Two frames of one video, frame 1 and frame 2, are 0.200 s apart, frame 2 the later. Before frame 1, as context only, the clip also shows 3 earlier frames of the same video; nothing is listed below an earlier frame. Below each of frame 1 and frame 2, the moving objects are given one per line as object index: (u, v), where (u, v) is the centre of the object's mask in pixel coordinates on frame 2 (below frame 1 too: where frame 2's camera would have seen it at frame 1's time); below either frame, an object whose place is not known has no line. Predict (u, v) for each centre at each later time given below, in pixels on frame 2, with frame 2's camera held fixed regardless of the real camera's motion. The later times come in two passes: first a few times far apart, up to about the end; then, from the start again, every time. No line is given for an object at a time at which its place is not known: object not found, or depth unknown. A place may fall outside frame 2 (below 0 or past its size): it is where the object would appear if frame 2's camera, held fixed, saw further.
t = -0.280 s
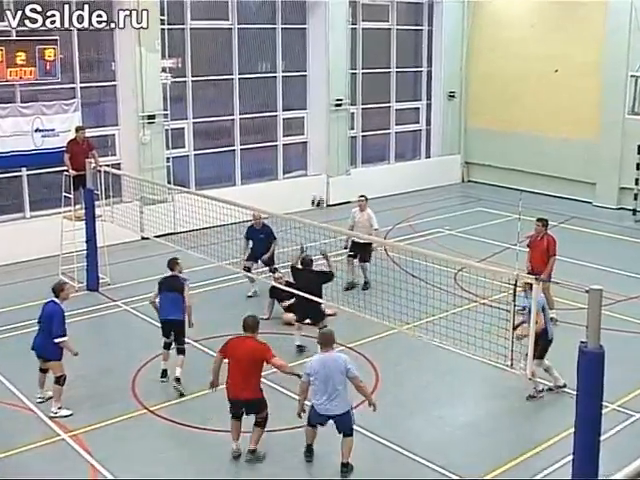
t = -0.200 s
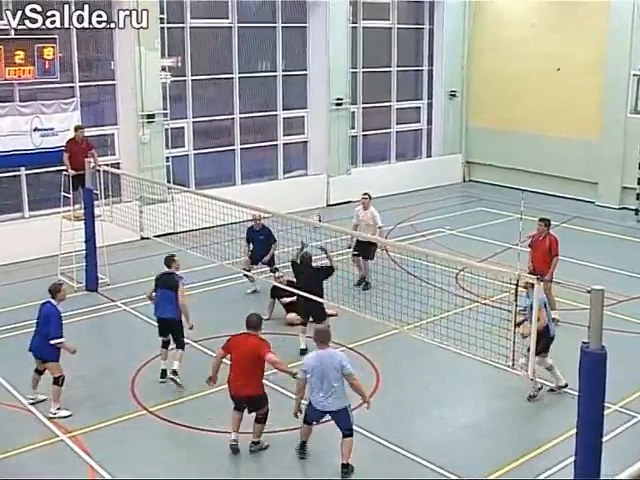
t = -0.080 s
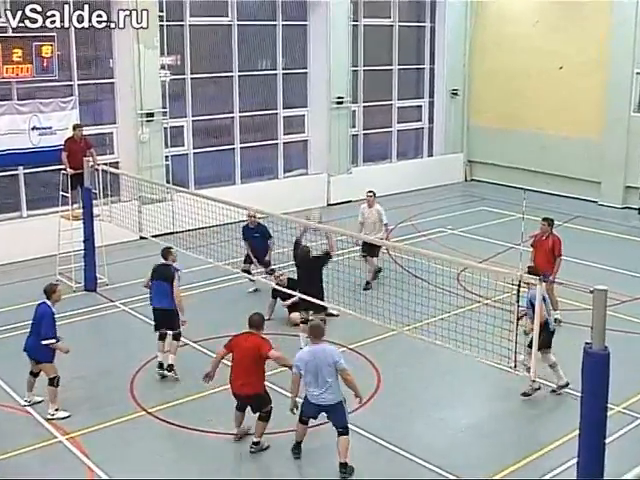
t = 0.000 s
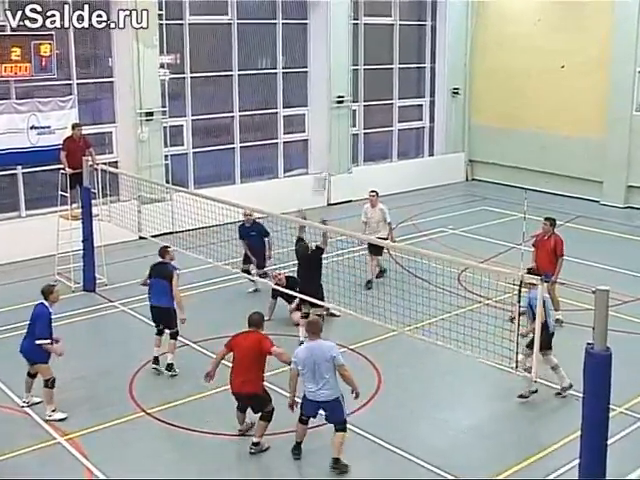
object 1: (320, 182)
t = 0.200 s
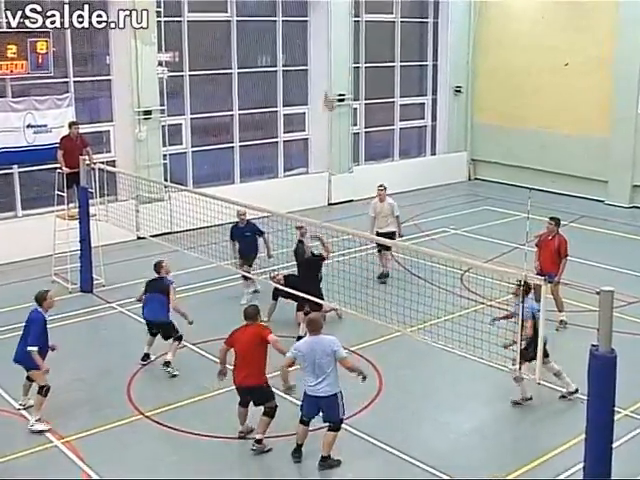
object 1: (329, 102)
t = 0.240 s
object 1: (330, 87)
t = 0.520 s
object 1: (346, 24)
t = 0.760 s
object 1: (359, 18)
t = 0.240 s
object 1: (330, 87)
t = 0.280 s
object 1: (334, 74)
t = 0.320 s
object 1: (336, 62)
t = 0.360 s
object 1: (339, 52)
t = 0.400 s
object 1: (340, 44)
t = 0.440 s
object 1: (342, 38)
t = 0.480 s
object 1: (344, 29)
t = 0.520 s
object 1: (346, 24)
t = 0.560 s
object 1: (348, 21)
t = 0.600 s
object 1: (350, 17)
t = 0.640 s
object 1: (353, 16)
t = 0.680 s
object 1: (355, 15)
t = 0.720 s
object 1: (357, 16)
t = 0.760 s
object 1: (359, 18)
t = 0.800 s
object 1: (361, 21)
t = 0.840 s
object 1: (364, 26)
